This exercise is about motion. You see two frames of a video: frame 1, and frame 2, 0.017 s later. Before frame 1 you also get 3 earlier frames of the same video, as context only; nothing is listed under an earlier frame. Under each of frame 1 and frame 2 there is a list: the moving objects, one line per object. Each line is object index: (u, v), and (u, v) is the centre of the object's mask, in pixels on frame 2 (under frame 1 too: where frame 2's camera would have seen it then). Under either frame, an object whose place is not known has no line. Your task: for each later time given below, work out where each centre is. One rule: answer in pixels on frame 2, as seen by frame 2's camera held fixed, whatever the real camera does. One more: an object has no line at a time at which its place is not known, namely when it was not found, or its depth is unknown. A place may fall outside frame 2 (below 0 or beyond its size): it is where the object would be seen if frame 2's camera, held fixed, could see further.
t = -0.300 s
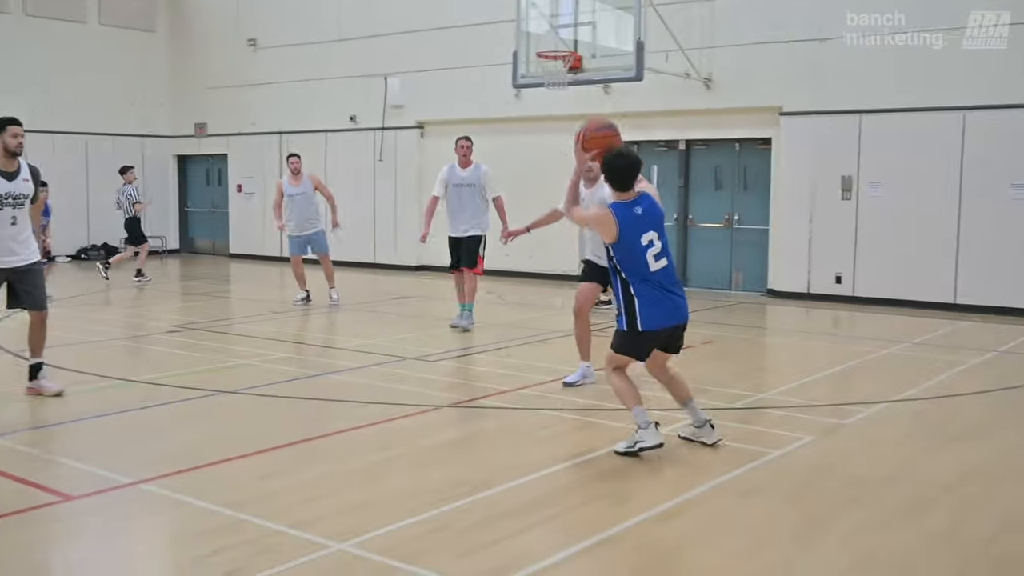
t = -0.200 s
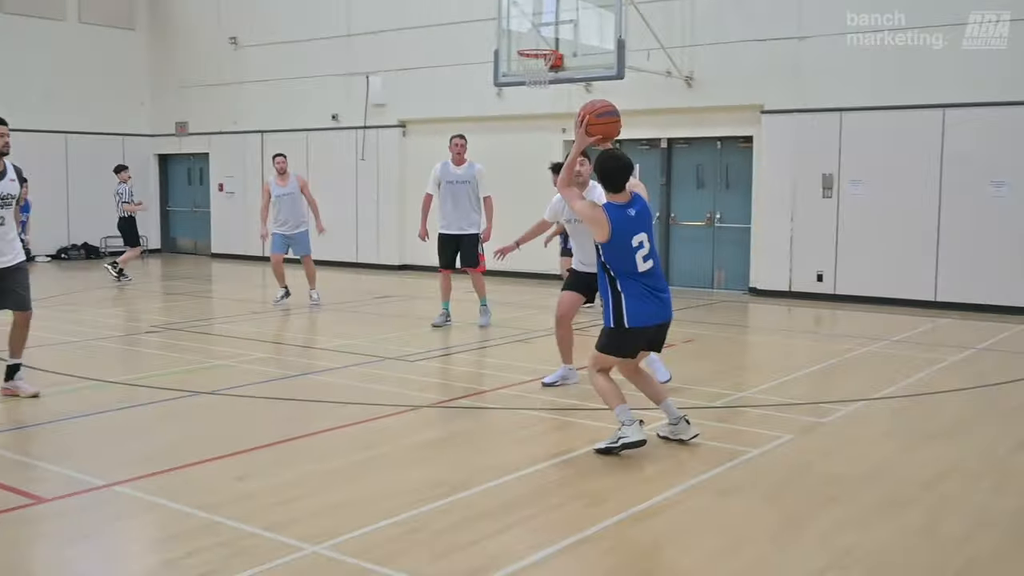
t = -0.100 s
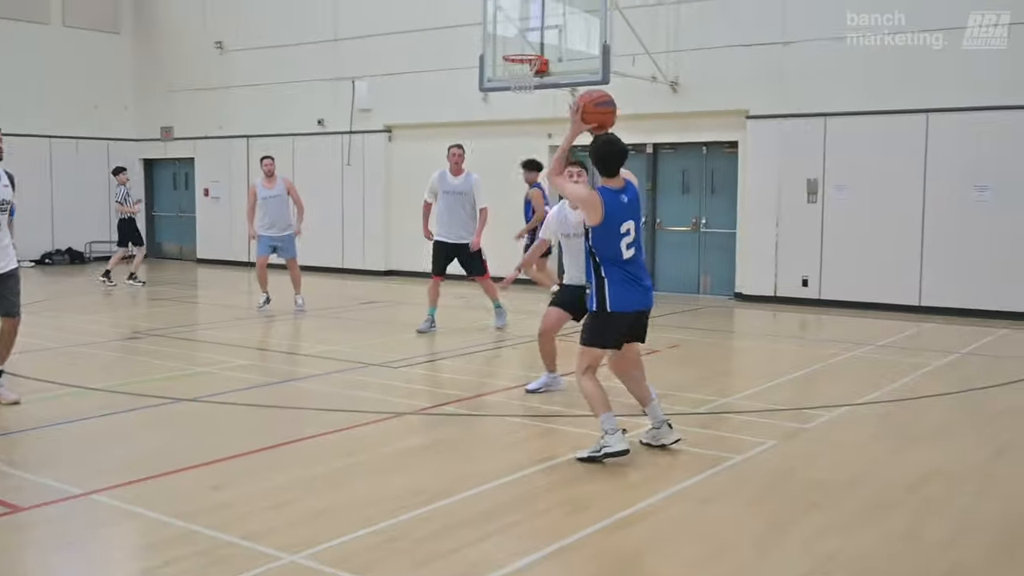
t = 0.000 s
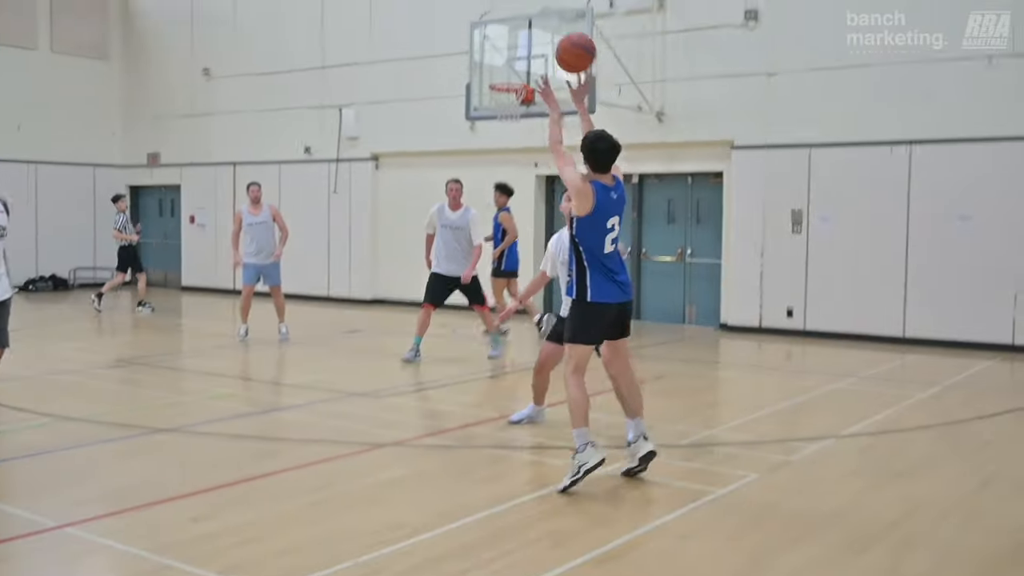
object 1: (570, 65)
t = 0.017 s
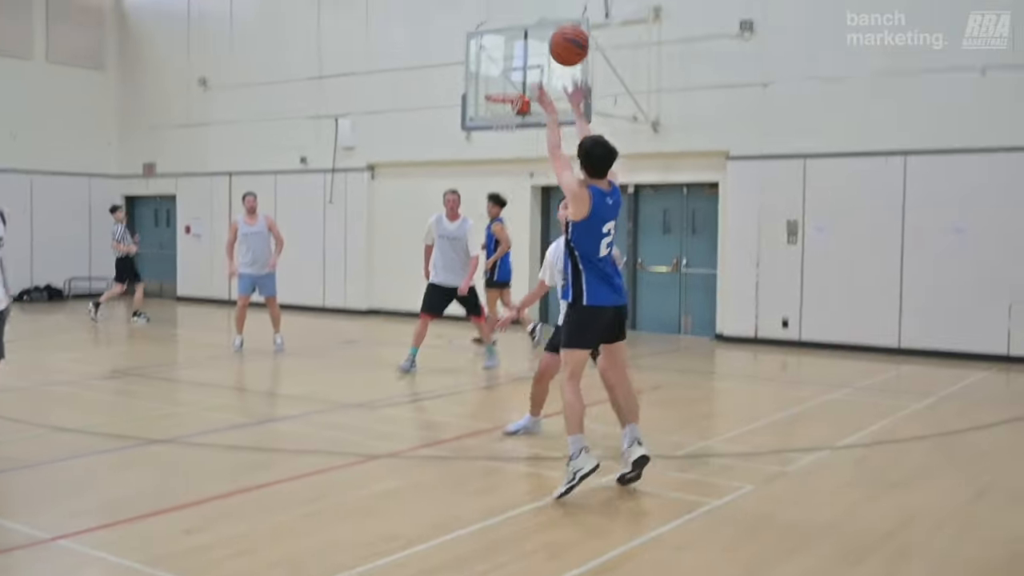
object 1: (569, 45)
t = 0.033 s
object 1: (567, 28)
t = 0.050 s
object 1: (565, 10)
